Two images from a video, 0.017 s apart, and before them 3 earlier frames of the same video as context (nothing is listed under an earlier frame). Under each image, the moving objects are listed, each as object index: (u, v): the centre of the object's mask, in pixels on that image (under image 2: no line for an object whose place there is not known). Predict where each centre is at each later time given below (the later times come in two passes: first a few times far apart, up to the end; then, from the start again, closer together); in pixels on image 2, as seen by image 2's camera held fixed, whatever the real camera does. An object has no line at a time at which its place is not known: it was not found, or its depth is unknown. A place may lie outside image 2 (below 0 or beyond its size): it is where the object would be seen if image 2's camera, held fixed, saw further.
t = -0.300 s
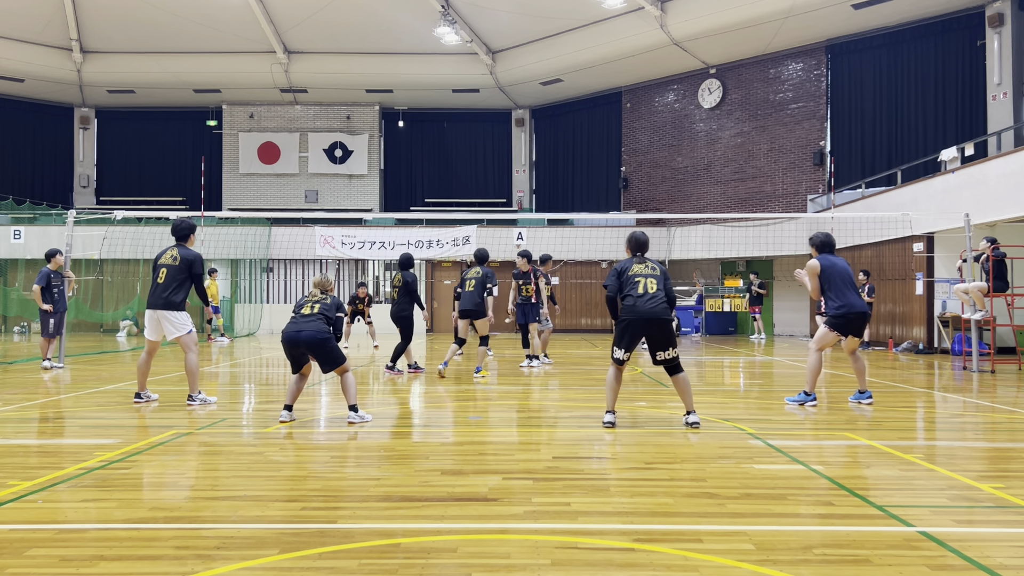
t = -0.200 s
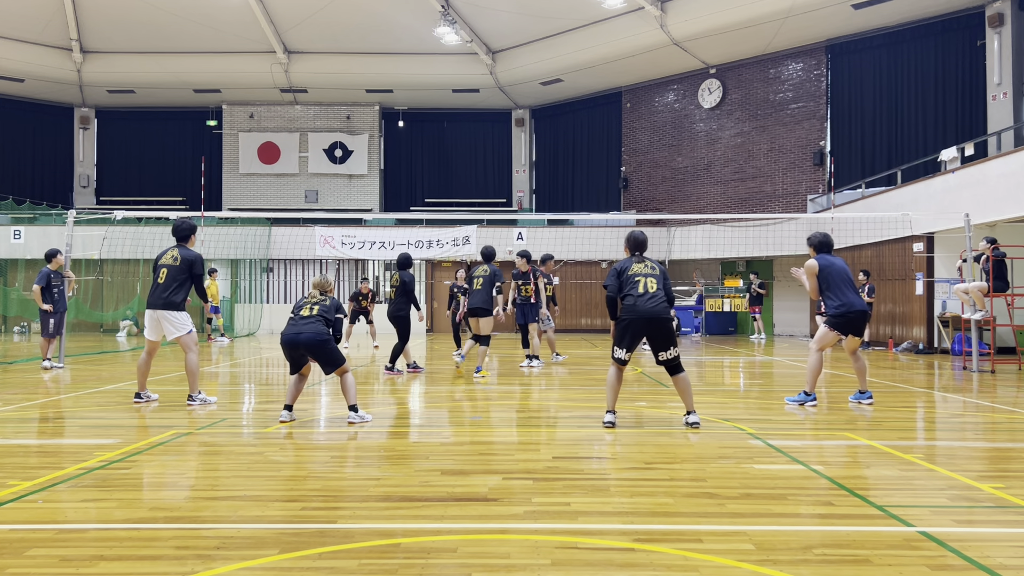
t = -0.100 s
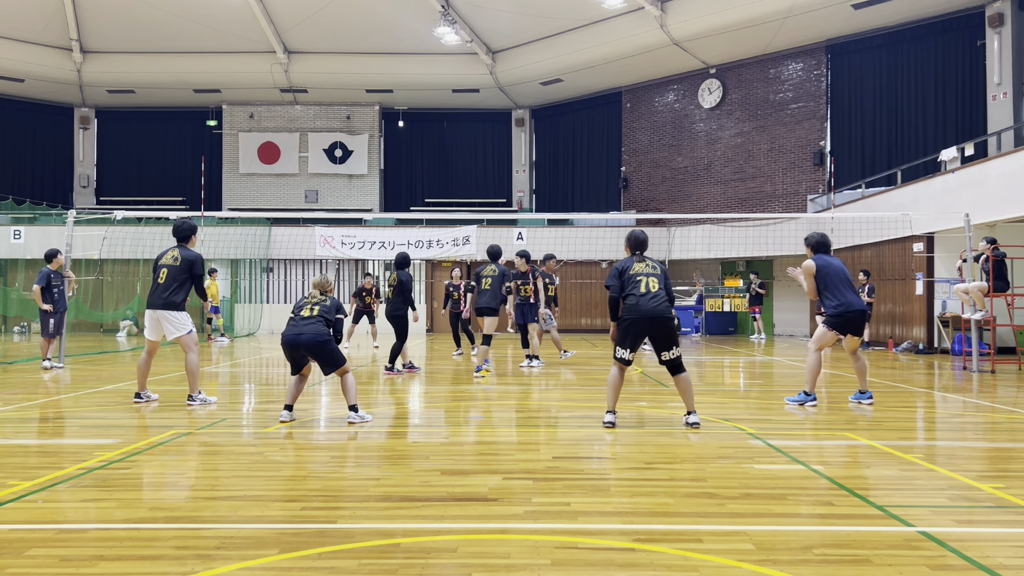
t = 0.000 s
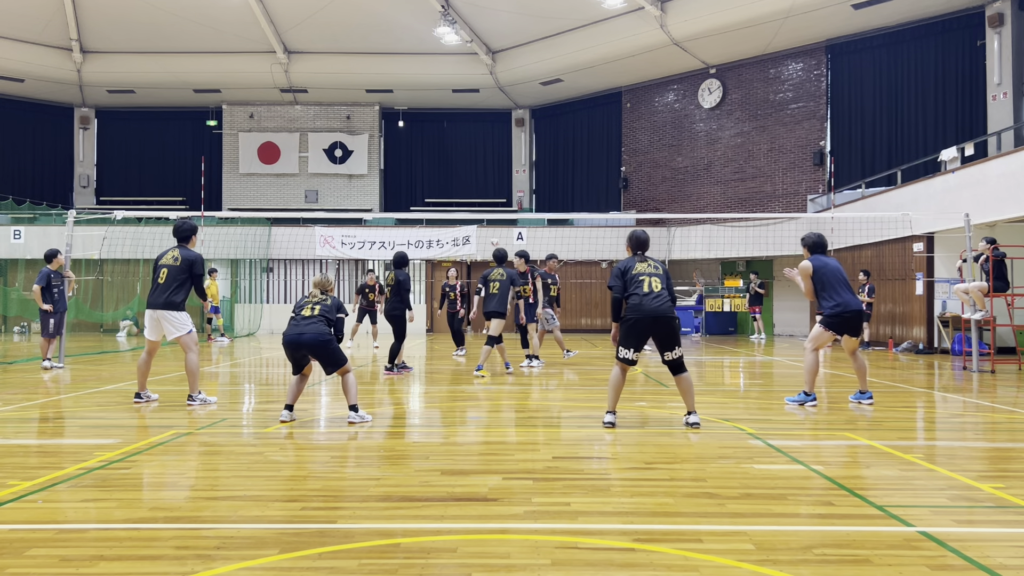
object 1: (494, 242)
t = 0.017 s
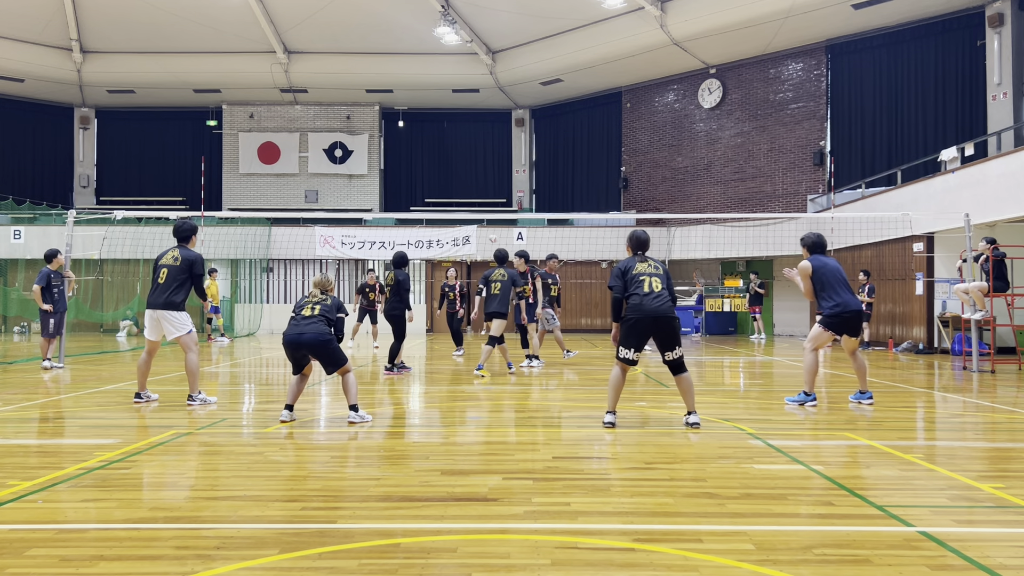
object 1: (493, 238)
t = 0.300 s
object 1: (460, 188)
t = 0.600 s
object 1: (400, 161)
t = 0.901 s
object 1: (302, 197)
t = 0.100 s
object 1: (485, 222)
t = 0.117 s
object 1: (483, 219)
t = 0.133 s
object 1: (481, 216)
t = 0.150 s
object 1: (479, 212)
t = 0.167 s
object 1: (478, 210)
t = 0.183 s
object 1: (476, 207)
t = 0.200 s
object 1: (474, 204)
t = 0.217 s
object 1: (471, 202)
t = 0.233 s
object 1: (469, 199)
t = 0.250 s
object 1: (467, 196)
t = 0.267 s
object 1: (465, 193)
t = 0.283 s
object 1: (463, 191)
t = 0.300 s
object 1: (460, 188)
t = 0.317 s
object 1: (458, 186)
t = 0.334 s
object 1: (455, 183)
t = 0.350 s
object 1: (452, 181)
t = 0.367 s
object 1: (450, 178)
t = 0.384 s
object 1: (446, 176)
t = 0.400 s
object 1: (443, 174)
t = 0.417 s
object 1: (440, 173)
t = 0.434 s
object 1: (437, 171)
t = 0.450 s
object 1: (434, 169)
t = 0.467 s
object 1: (430, 168)
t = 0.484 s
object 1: (427, 166)
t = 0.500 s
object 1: (423, 165)
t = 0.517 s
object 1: (420, 164)
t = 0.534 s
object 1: (416, 163)
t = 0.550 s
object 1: (412, 162)
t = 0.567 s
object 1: (408, 162)
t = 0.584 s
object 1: (404, 161)
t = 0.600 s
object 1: (400, 161)
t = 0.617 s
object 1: (395, 161)
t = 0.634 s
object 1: (391, 161)
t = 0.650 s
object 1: (387, 162)
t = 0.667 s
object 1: (382, 162)
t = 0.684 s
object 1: (378, 162)
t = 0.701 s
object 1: (373, 163)
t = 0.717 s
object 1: (367, 164)
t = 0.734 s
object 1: (362, 165)
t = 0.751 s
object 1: (357, 167)
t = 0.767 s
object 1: (351, 169)
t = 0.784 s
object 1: (346, 171)
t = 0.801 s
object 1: (340, 174)
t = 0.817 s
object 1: (335, 177)
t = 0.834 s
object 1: (329, 180)
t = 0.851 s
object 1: (322, 184)
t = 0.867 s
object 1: (316, 188)
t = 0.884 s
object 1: (309, 193)
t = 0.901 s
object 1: (302, 197)
